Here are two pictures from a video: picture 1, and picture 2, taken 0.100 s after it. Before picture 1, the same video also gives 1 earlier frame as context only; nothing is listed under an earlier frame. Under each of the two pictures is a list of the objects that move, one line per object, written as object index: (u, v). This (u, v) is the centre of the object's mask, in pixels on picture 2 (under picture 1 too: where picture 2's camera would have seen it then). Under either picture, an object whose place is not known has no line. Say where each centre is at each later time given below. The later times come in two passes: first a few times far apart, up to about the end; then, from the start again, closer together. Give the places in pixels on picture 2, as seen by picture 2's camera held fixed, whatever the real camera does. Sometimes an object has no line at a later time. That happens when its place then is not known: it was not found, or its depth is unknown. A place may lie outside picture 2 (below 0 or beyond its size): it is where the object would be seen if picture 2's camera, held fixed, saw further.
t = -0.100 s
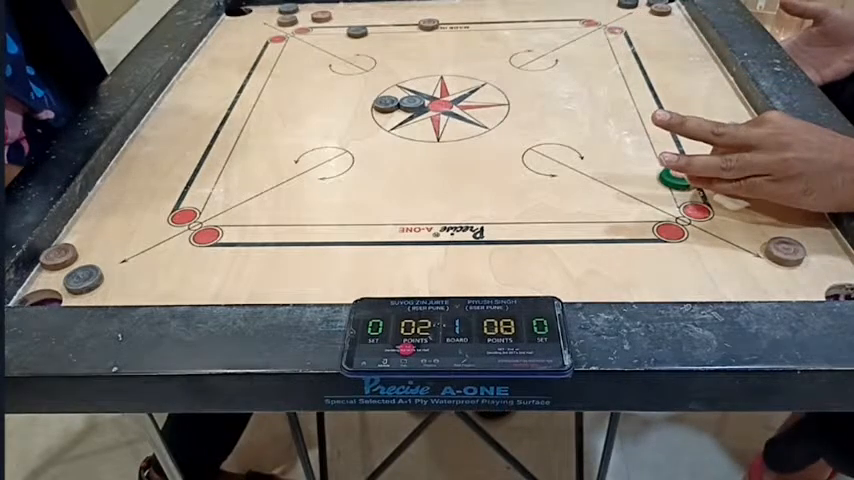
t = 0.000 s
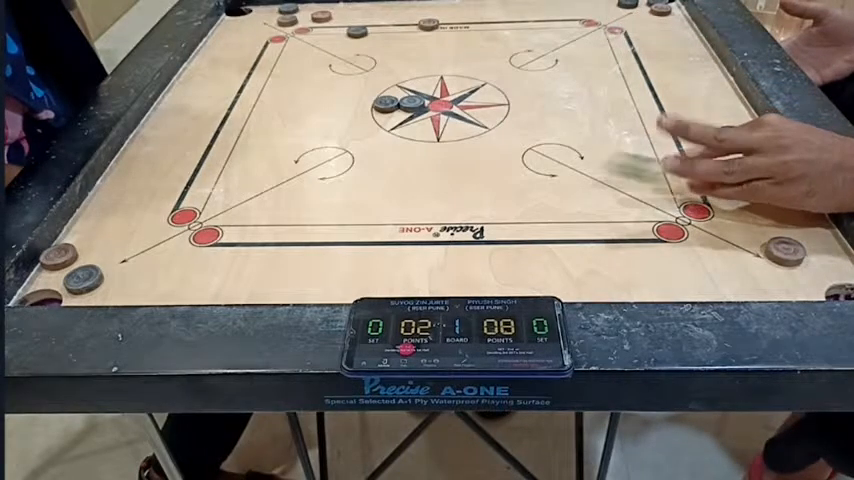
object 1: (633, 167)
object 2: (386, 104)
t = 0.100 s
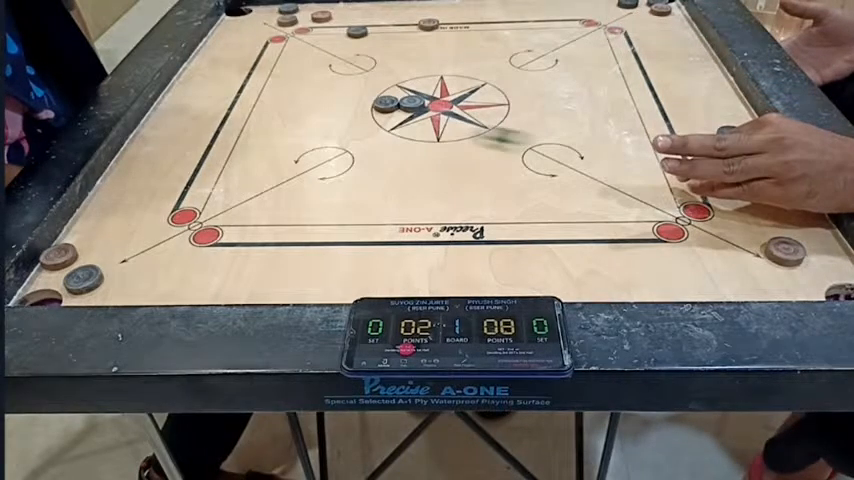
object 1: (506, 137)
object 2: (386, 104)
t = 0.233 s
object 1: (363, 118)
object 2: (369, 94)
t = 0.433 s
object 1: (224, 123)
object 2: (312, 59)
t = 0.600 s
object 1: (162, 128)
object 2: (282, 42)
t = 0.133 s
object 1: (459, 128)
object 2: (386, 104)
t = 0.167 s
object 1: (423, 121)
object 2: (386, 104)
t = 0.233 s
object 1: (363, 118)
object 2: (369, 94)
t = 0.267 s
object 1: (340, 119)
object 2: (357, 87)
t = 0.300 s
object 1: (316, 120)
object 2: (347, 80)
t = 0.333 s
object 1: (290, 121)
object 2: (337, 74)
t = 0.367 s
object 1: (269, 122)
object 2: (327, 68)
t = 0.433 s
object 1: (224, 123)
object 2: (312, 59)
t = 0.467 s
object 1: (206, 124)
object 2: (305, 55)
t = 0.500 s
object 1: (186, 124)
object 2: (299, 52)
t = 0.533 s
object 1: (169, 125)
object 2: (293, 48)
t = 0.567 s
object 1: (154, 126)
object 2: (288, 46)
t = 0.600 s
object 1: (162, 128)
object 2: (282, 42)
